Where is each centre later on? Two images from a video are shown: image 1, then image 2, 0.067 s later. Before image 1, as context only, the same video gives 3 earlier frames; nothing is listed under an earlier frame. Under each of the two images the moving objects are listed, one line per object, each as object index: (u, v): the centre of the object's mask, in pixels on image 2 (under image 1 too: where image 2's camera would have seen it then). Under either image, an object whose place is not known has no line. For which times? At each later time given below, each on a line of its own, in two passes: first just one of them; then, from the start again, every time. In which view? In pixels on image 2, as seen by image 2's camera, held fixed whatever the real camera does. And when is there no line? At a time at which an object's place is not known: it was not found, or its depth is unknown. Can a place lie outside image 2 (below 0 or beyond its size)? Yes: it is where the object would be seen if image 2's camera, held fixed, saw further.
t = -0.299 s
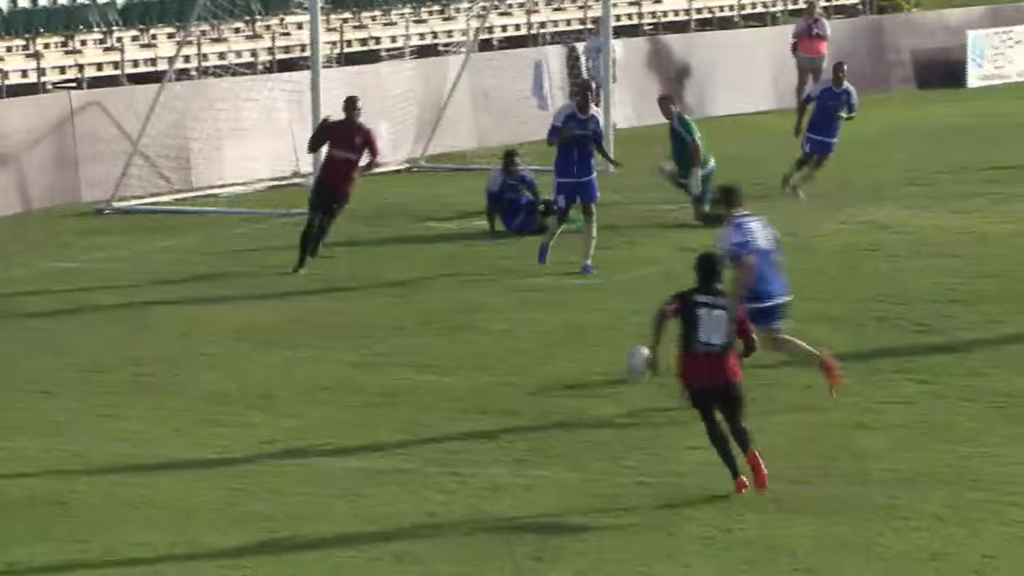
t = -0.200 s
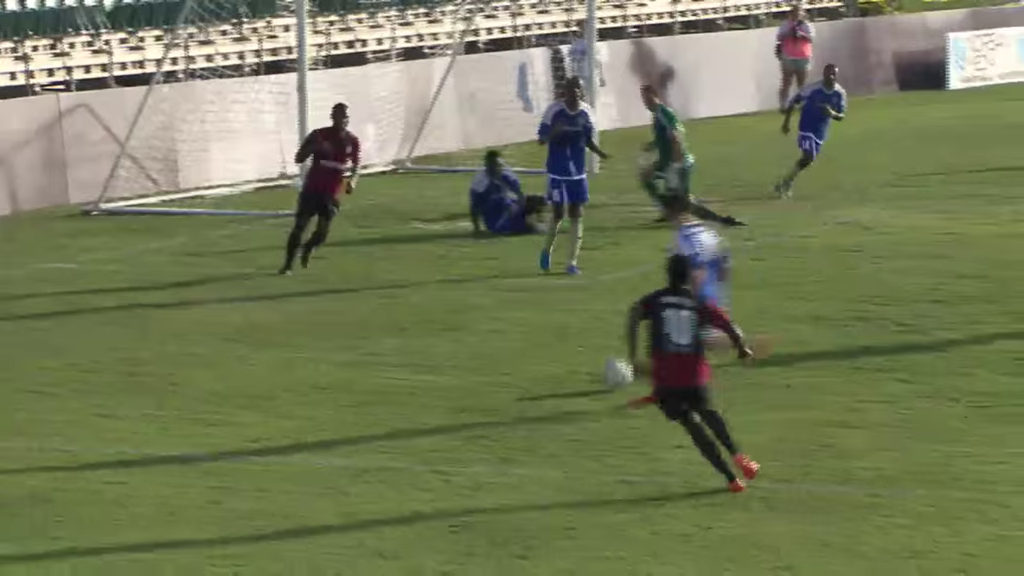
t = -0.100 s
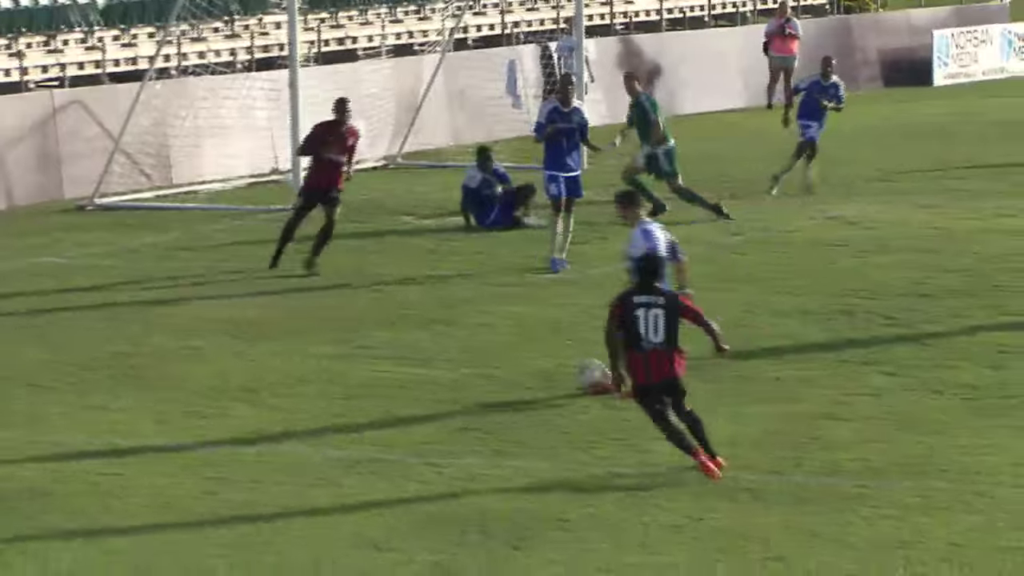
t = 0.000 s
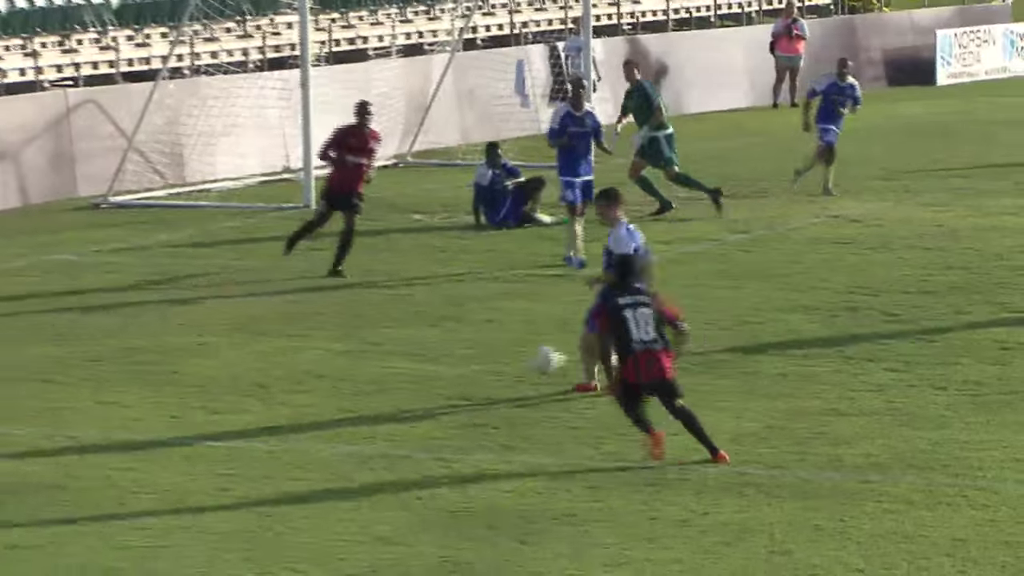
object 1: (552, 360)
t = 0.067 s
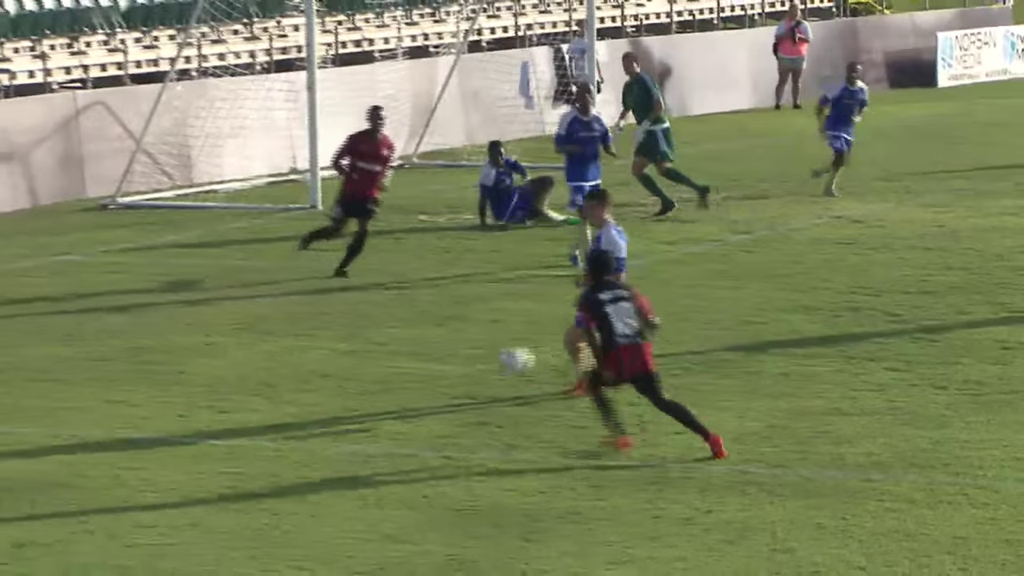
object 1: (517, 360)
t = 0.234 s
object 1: (426, 393)
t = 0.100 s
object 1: (499, 363)
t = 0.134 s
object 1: (482, 368)
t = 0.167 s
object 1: (463, 375)
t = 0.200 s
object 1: (444, 384)
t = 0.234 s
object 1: (426, 393)
